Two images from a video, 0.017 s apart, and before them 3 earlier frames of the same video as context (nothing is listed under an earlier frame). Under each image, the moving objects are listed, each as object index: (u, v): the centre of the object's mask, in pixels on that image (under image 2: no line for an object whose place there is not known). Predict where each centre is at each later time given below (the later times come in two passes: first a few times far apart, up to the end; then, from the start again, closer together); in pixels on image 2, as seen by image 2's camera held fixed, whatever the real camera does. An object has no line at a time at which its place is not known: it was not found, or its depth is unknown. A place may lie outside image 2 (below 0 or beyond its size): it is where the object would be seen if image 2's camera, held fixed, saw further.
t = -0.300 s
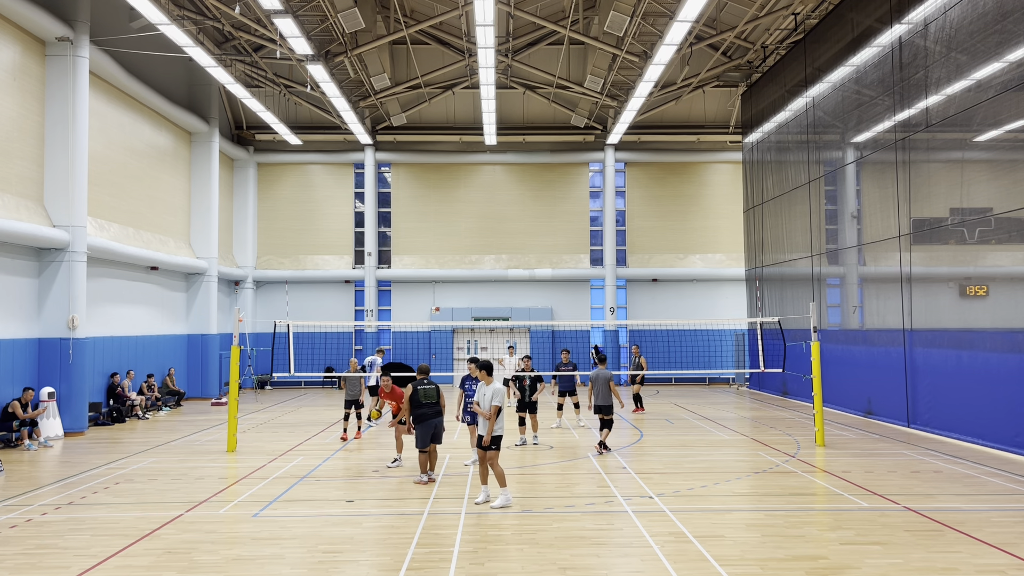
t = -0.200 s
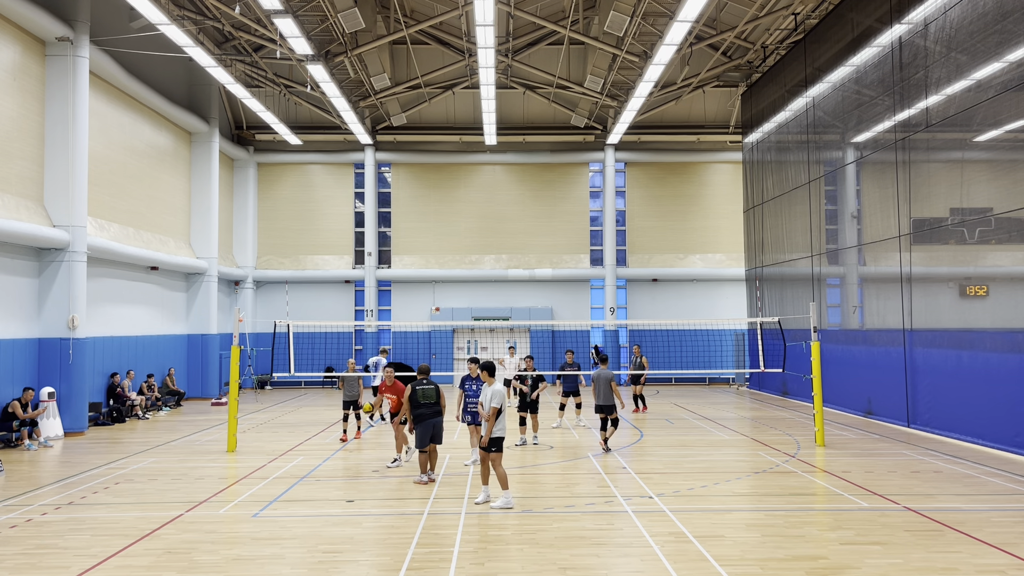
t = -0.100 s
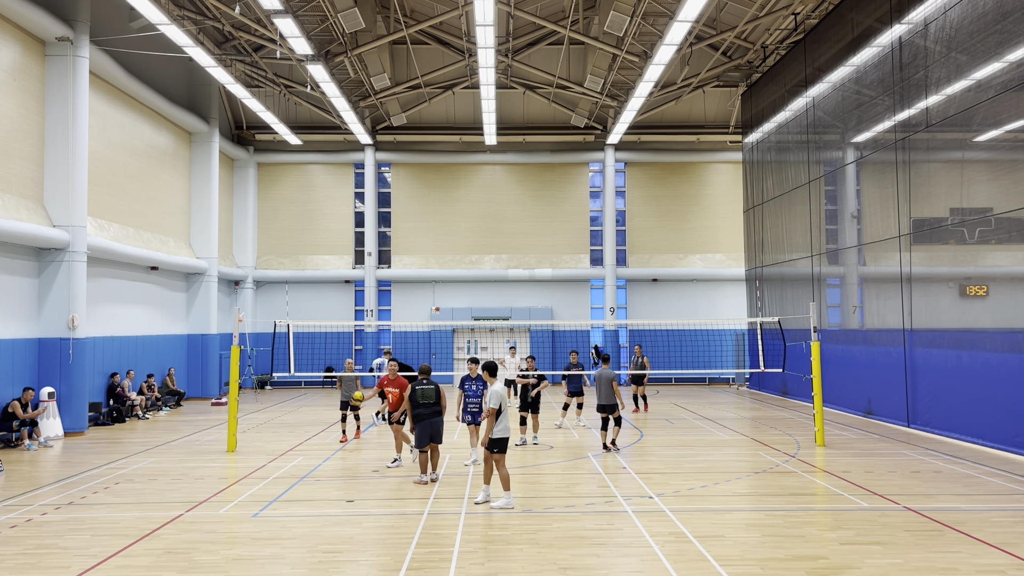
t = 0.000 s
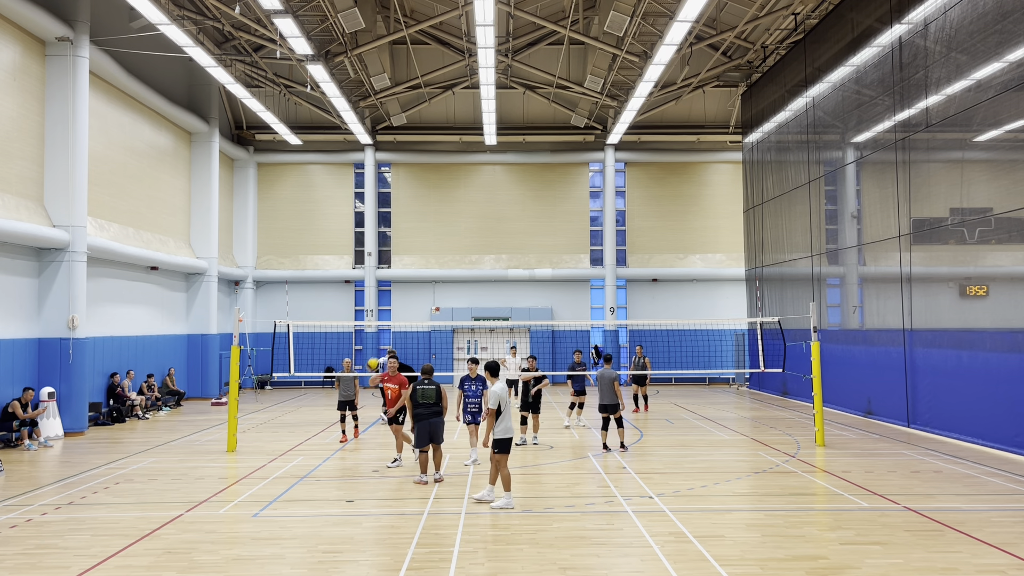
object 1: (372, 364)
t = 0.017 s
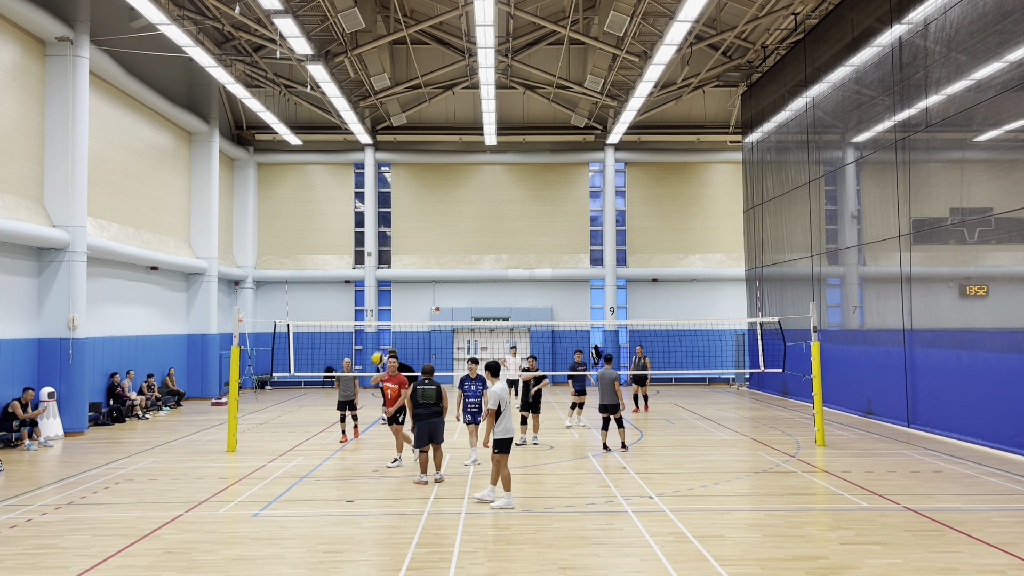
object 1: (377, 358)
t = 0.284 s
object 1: (463, 276)
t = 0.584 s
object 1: (578, 226)
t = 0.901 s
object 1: (742, 248)
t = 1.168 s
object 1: (933, 365)
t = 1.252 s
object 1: (1008, 430)
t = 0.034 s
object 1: (383, 351)
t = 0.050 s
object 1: (388, 346)
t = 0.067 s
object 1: (393, 340)
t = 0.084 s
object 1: (398, 335)
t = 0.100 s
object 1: (403, 329)
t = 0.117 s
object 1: (409, 323)
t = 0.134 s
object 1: (413, 318)
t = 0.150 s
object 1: (419, 313)
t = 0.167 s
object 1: (424, 308)
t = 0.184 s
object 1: (430, 302)
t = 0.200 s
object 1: (435, 297)
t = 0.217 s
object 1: (440, 293)
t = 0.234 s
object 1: (446, 288)
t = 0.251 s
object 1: (452, 284)
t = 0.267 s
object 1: (457, 280)
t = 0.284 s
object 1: (463, 276)
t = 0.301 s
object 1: (469, 272)
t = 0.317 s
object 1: (474, 267)
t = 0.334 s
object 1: (480, 263)
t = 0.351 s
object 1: (486, 260)
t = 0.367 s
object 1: (492, 257)
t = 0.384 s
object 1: (498, 254)
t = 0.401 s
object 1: (504, 250)
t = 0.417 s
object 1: (511, 248)
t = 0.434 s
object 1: (517, 245)
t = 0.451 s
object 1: (524, 242)
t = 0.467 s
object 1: (530, 239)
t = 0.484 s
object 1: (537, 237)
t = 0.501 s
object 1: (543, 235)
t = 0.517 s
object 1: (550, 233)
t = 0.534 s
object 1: (556, 231)
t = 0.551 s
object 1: (564, 229)
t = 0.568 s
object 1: (571, 227)
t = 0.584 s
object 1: (578, 226)
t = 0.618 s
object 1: (593, 225)
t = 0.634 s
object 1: (600, 224)
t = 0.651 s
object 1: (608, 223)
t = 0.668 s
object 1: (616, 223)
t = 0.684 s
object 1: (624, 223)
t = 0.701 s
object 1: (632, 223)
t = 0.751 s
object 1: (657, 226)
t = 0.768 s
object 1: (666, 227)
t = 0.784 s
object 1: (674, 228)
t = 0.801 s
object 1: (683, 230)
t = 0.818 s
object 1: (693, 233)
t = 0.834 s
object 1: (702, 235)
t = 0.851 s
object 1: (711, 237)
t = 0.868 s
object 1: (721, 241)
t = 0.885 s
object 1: (732, 245)
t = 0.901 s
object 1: (742, 248)
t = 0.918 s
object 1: (752, 252)
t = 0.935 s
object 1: (762, 256)
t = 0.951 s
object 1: (773, 261)
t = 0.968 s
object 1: (783, 266)
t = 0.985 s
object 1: (794, 272)
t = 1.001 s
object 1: (806, 277)
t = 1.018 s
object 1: (818, 284)
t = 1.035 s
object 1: (829, 291)
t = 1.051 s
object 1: (841, 298)
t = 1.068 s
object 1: (853, 306)
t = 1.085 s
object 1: (866, 314)
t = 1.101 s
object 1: (879, 324)
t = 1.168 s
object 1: (933, 365)
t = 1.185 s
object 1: (948, 377)
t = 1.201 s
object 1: (963, 389)
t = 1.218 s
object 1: (978, 402)
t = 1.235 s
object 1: (993, 416)
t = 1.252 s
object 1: (1008, 430)
